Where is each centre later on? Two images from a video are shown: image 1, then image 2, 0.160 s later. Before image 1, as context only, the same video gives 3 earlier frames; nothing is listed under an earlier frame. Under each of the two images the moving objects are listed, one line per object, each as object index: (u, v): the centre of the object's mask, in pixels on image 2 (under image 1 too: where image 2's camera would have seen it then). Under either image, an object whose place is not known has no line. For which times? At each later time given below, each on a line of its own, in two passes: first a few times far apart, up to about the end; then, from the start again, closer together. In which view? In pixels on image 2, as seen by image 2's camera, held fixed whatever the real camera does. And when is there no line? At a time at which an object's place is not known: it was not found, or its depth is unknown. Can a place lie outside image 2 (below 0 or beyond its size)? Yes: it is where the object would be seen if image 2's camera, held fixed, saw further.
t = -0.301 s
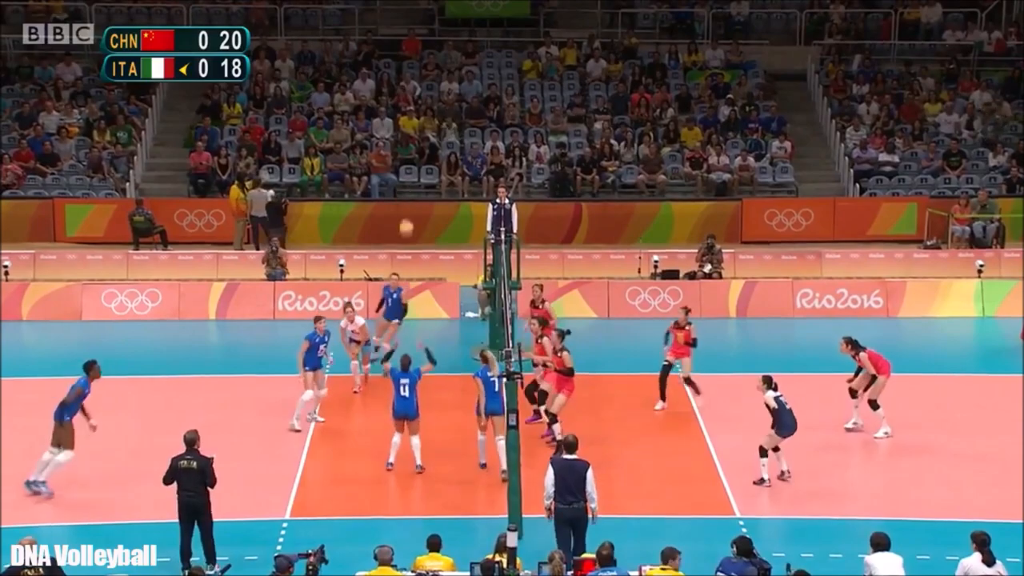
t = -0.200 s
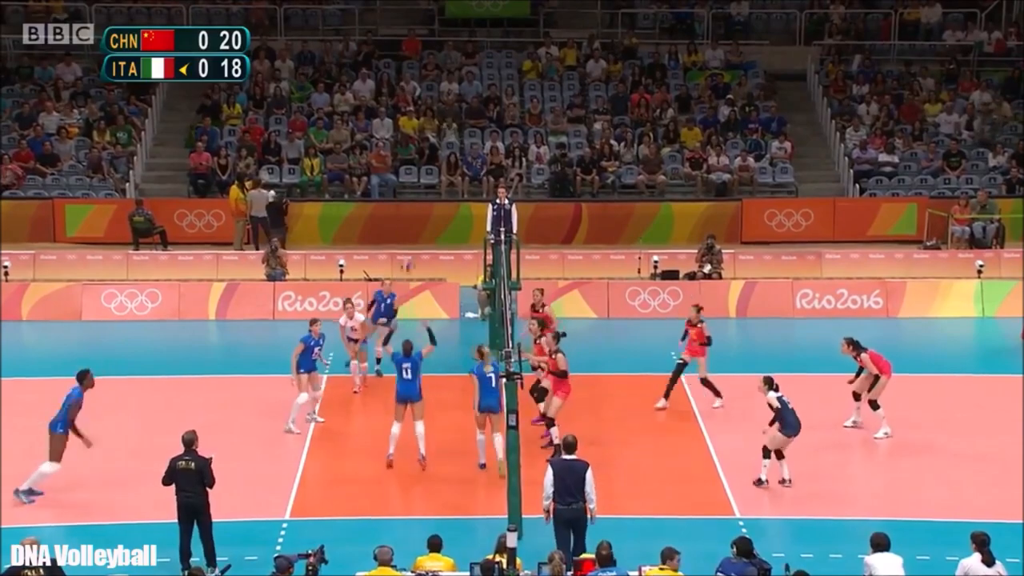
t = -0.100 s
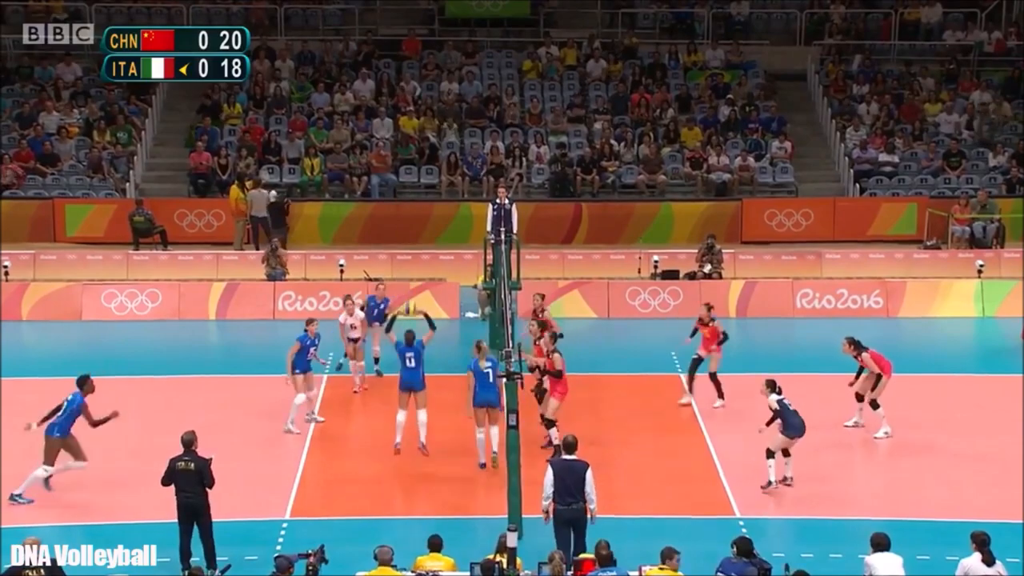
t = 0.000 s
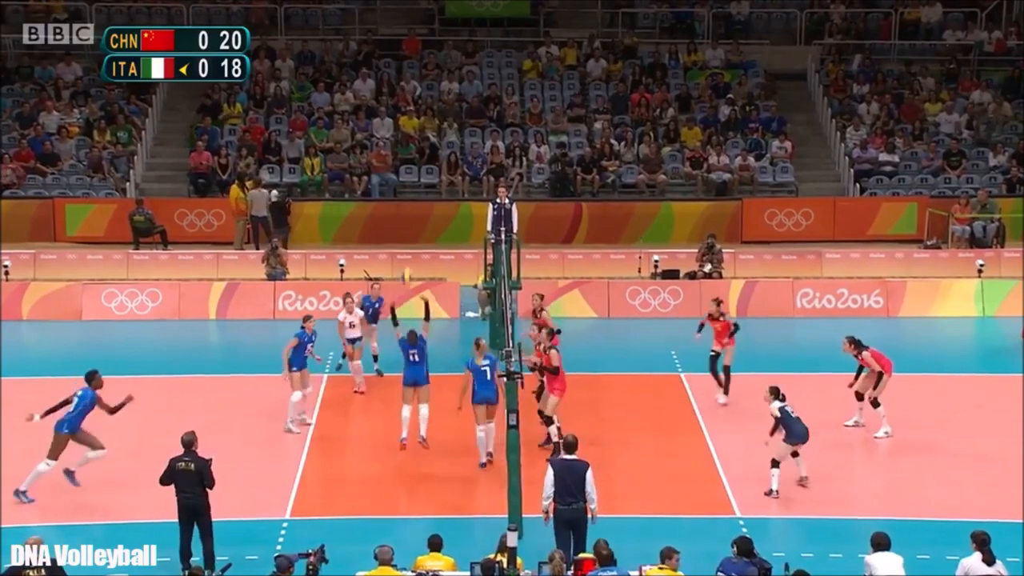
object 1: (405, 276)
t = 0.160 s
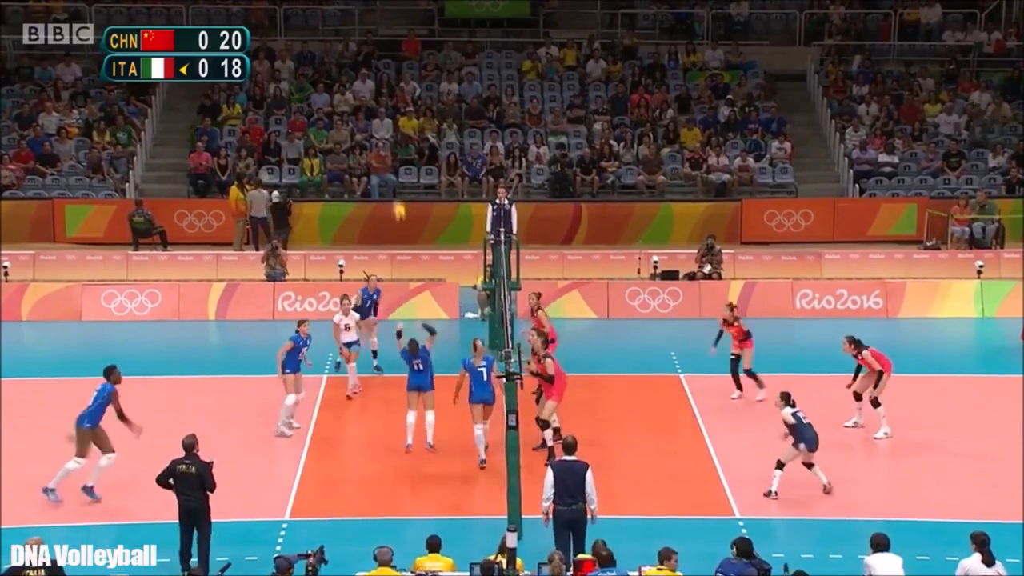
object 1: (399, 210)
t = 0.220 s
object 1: (395, 190)
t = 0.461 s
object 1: (385, 134)
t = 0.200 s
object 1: (396, 196)
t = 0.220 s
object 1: (395, 190)
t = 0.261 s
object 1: (394, 177)
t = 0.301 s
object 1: (392, 166)
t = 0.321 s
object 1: (391, 162)
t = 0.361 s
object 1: (389, 152)
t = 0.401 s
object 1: (388, 145)
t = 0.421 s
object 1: (387, 141)
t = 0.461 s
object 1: (385, 134)
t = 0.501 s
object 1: (383, 129)
